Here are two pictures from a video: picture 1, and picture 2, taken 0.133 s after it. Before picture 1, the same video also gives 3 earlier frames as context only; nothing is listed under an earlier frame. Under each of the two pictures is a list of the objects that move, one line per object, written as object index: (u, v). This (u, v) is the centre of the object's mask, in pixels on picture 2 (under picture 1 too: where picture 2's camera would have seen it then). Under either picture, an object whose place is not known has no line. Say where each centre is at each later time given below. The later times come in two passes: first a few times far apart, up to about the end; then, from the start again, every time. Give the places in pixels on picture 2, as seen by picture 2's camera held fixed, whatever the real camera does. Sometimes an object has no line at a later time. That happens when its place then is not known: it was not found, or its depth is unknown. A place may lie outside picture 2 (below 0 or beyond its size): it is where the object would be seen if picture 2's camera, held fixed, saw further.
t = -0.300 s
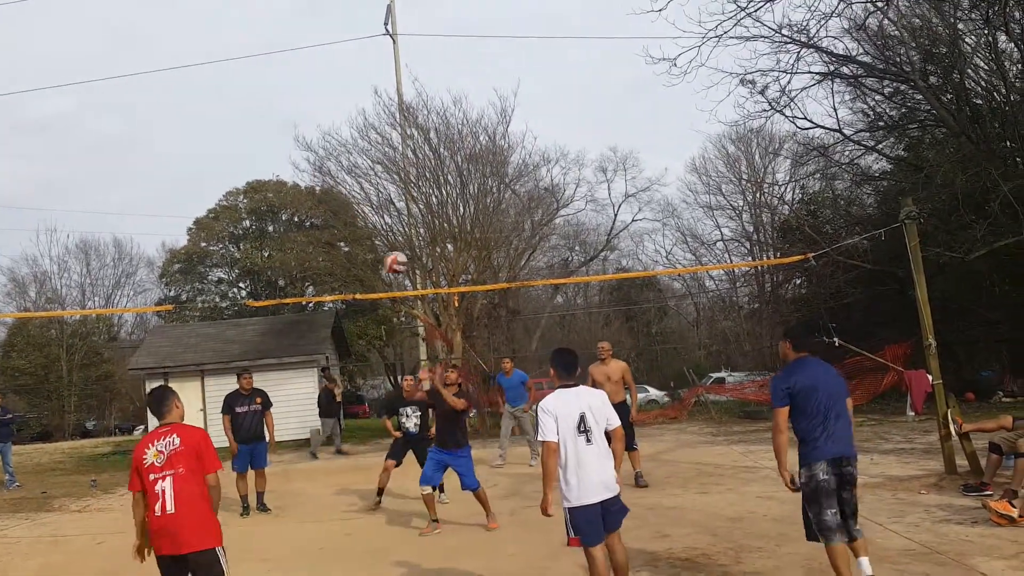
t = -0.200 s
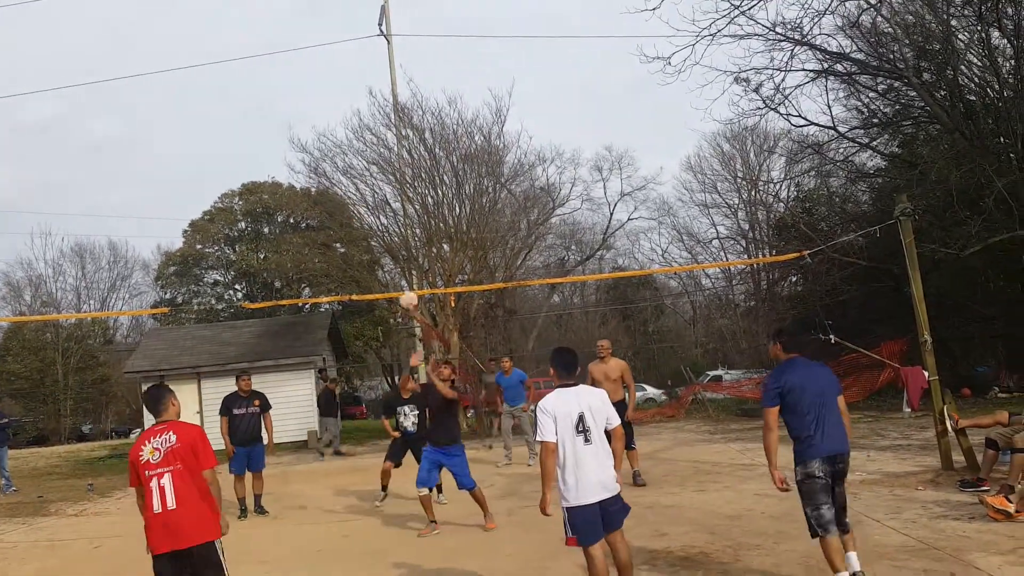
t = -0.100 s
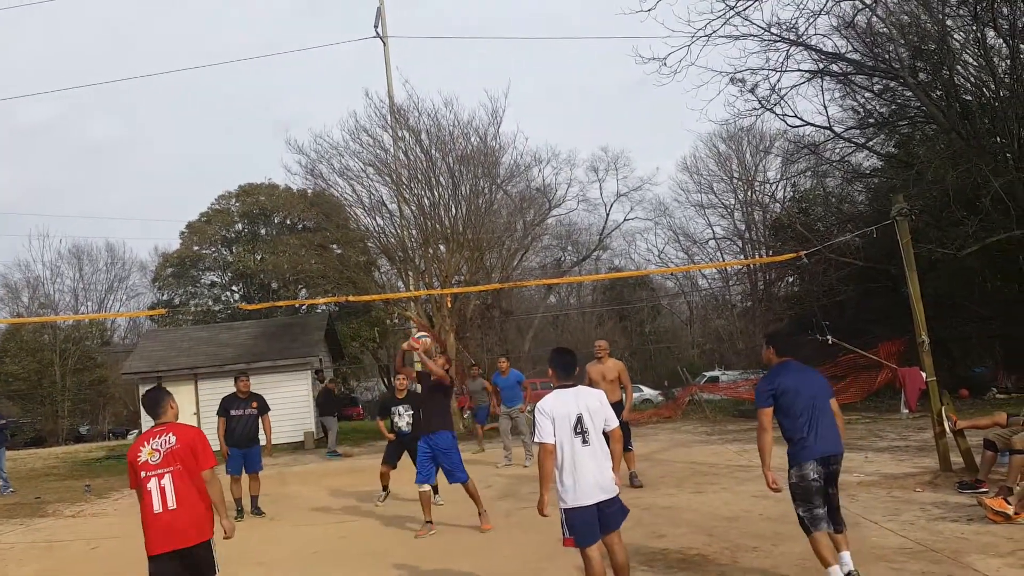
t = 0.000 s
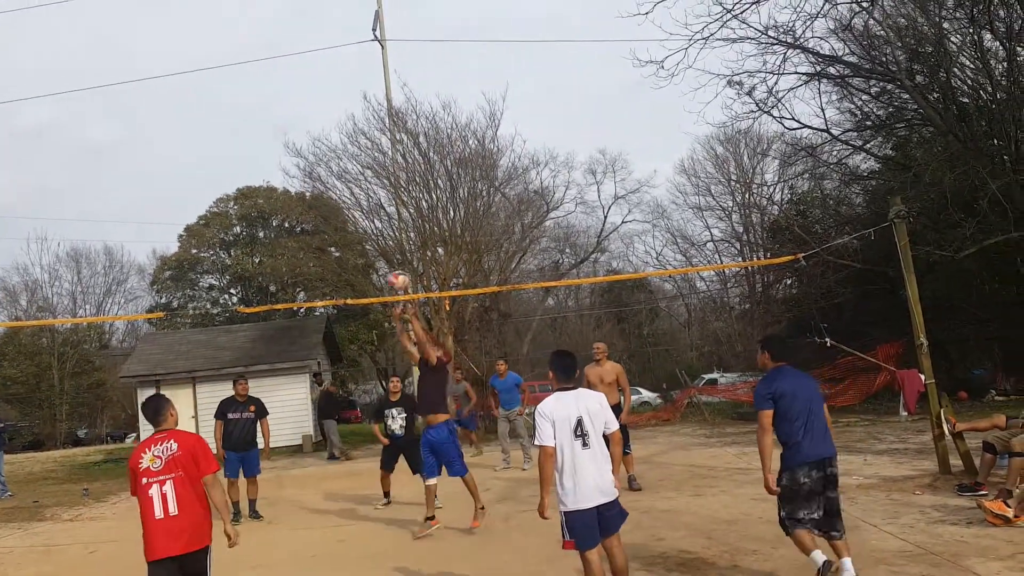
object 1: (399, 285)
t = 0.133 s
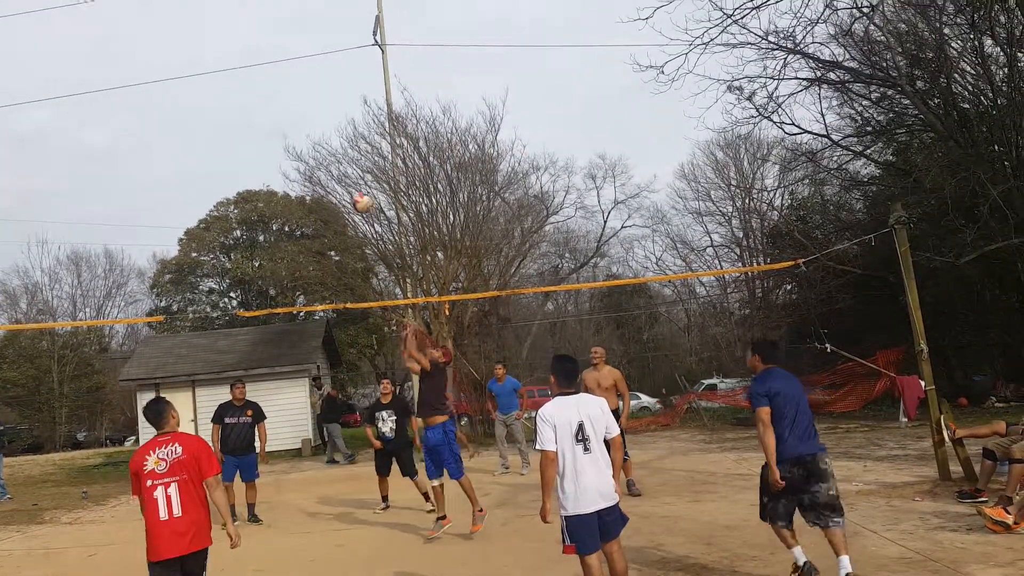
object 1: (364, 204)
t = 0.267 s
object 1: (326, 139)
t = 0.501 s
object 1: (261, 70)
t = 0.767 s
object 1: (204, 58)
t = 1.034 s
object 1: (153, 113)
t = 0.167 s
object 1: (351, 185)
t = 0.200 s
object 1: (343, 169)
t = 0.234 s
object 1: (333, 153)
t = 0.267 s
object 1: (326, 139)
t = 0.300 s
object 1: (316, 126)
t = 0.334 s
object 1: (308, 114)
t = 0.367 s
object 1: (298, 103)
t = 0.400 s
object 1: (289, 93)
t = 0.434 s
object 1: (280, 84)
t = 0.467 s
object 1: (271, 76)
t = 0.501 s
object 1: (261, 70)
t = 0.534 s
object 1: (252, 65)
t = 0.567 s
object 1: (247, 61)
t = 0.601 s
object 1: (240, 58)
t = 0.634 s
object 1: (232, 56)
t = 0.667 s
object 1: (225, 55)
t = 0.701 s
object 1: (218, 55)
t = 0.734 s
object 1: (211, 56)
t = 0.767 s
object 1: (204, 58)
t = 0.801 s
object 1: (197, 61)
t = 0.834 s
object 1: (191, 65)
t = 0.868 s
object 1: (185, 70)
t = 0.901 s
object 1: (178, 77)
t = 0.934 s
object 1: (172, 85)
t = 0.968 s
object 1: (166, 93)
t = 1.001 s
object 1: (160, 103)
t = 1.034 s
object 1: (153, 113)
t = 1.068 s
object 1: (148, 125)
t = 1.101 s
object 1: (142, 137)
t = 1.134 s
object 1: (136, 151)
